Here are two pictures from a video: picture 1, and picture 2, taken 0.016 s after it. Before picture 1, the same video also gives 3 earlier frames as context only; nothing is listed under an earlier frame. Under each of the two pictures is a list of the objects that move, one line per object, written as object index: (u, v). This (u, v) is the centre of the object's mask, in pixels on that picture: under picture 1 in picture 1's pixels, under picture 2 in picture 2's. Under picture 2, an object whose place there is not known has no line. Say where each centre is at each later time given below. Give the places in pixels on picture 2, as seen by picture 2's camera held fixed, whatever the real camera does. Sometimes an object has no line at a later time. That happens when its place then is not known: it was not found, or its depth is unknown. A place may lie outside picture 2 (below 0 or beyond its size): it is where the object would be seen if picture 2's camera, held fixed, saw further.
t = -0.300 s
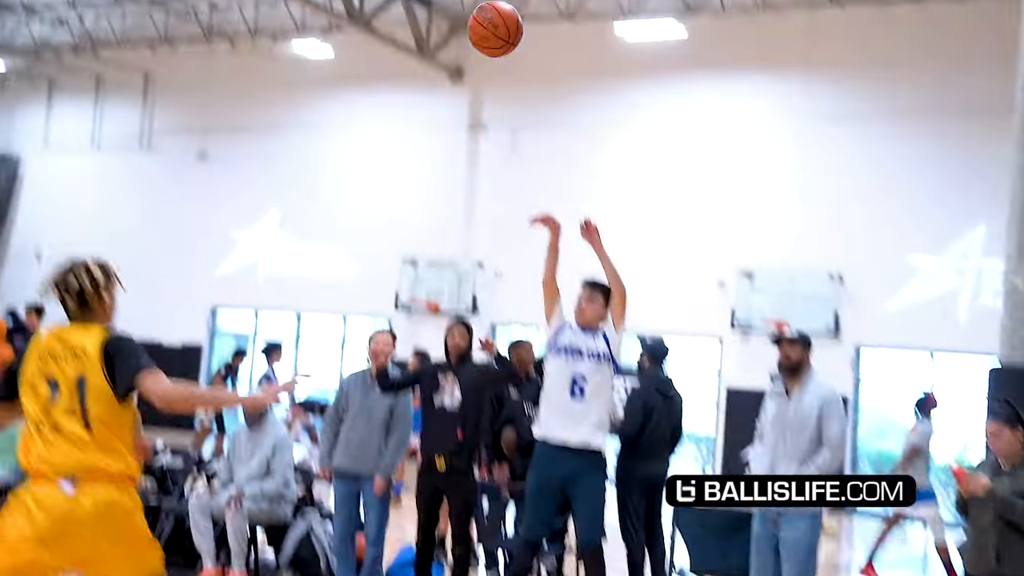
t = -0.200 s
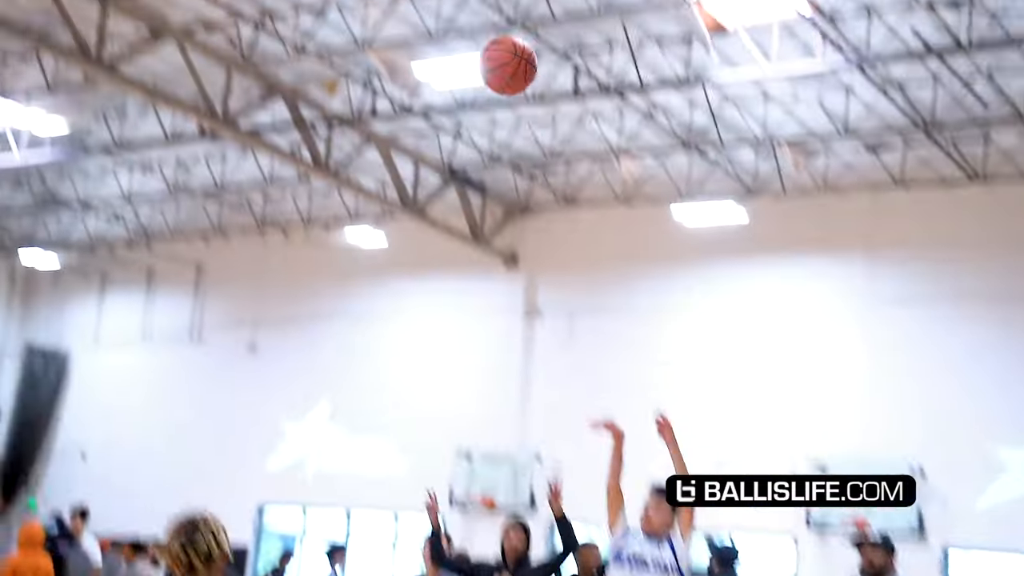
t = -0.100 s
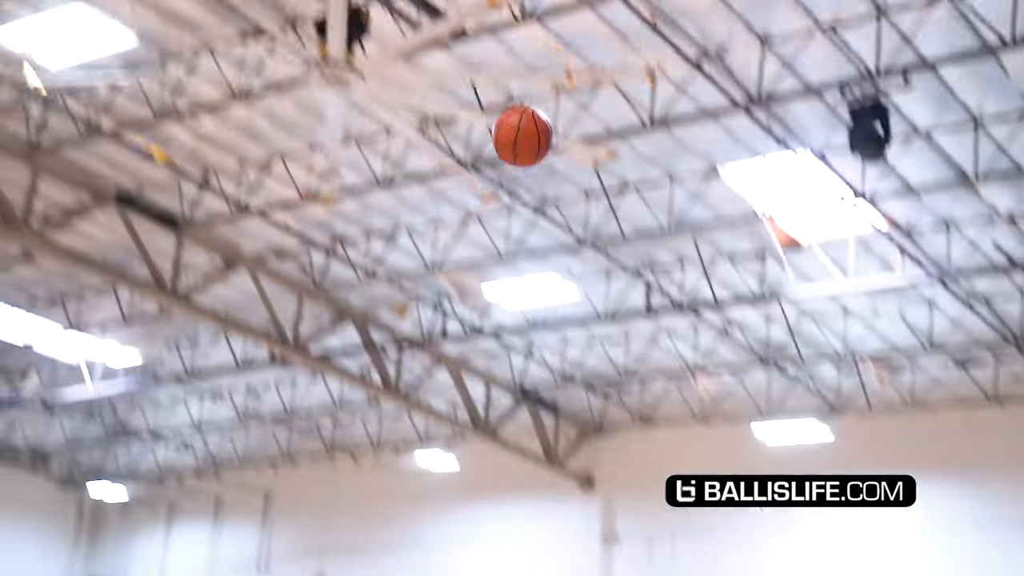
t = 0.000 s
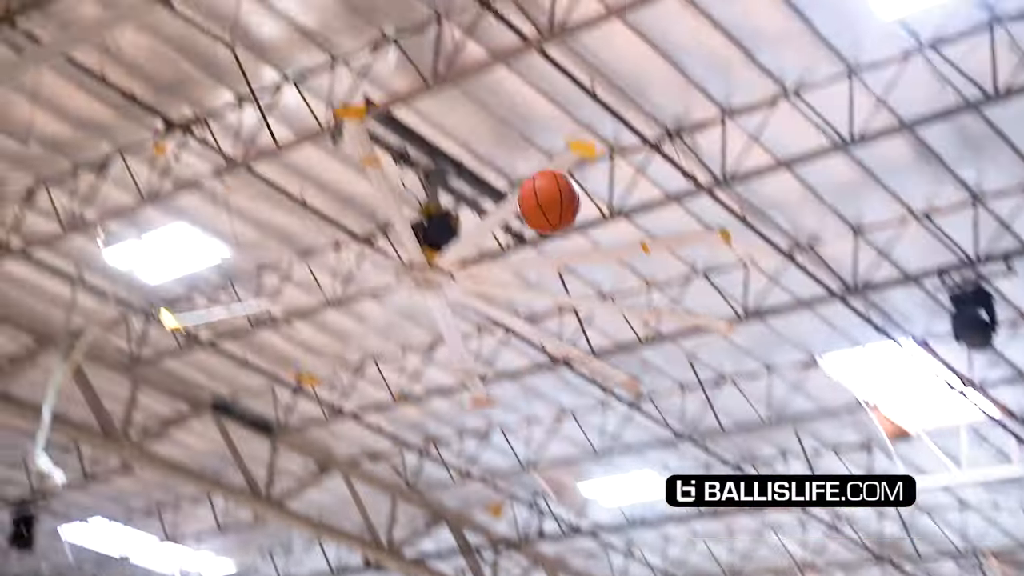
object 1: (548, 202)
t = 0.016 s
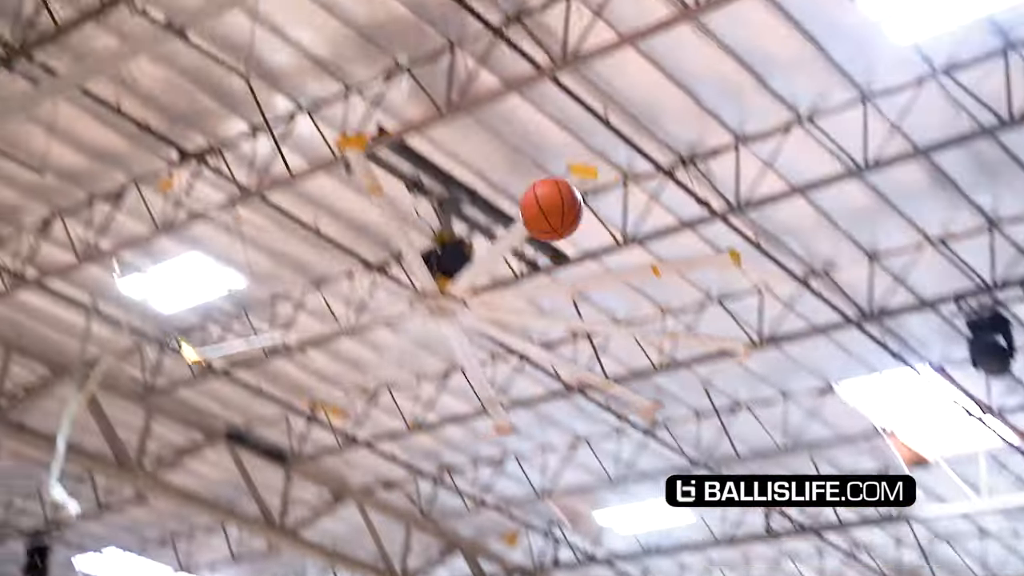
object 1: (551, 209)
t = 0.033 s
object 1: (539, 188)
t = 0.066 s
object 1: (513, 146)
